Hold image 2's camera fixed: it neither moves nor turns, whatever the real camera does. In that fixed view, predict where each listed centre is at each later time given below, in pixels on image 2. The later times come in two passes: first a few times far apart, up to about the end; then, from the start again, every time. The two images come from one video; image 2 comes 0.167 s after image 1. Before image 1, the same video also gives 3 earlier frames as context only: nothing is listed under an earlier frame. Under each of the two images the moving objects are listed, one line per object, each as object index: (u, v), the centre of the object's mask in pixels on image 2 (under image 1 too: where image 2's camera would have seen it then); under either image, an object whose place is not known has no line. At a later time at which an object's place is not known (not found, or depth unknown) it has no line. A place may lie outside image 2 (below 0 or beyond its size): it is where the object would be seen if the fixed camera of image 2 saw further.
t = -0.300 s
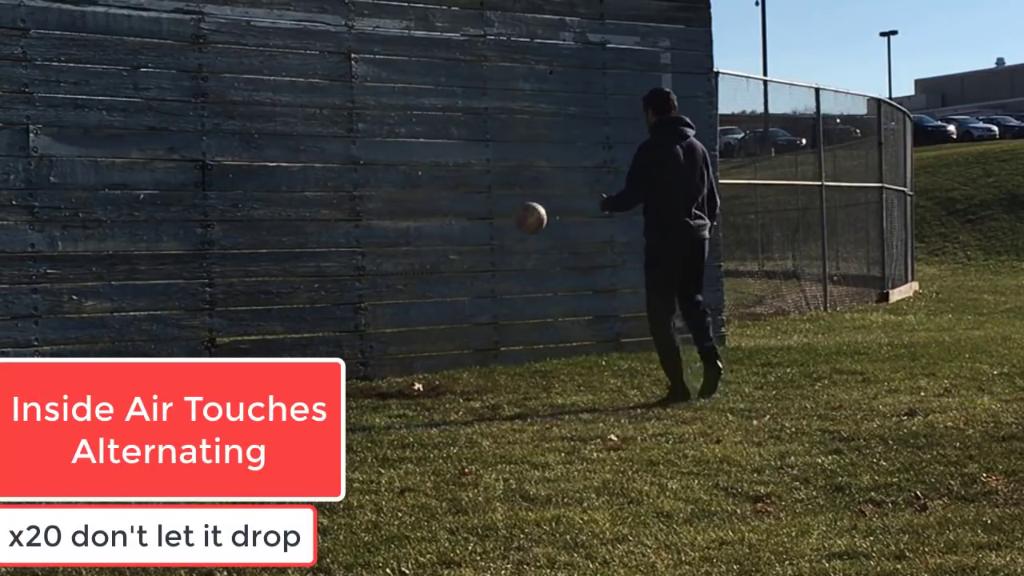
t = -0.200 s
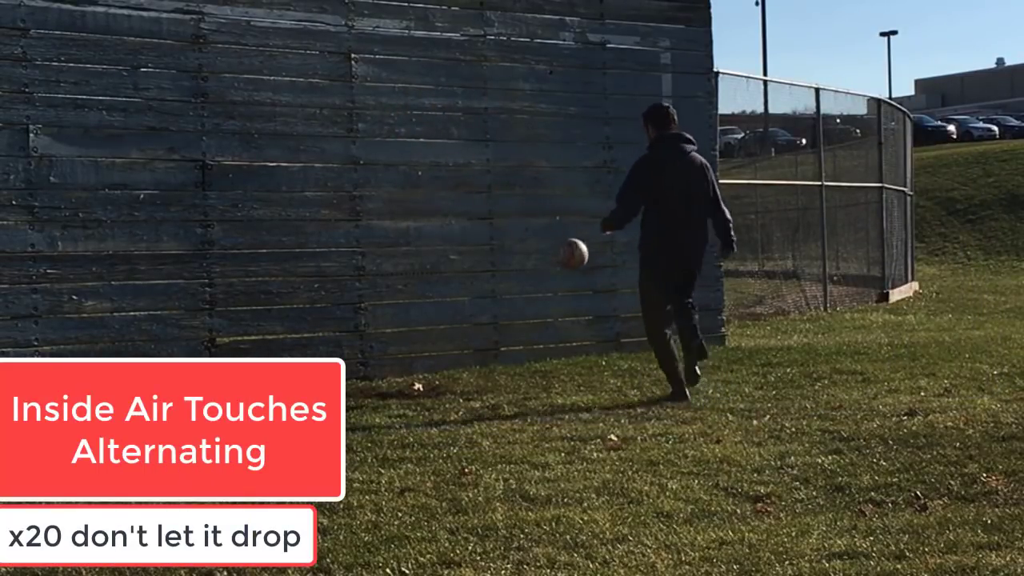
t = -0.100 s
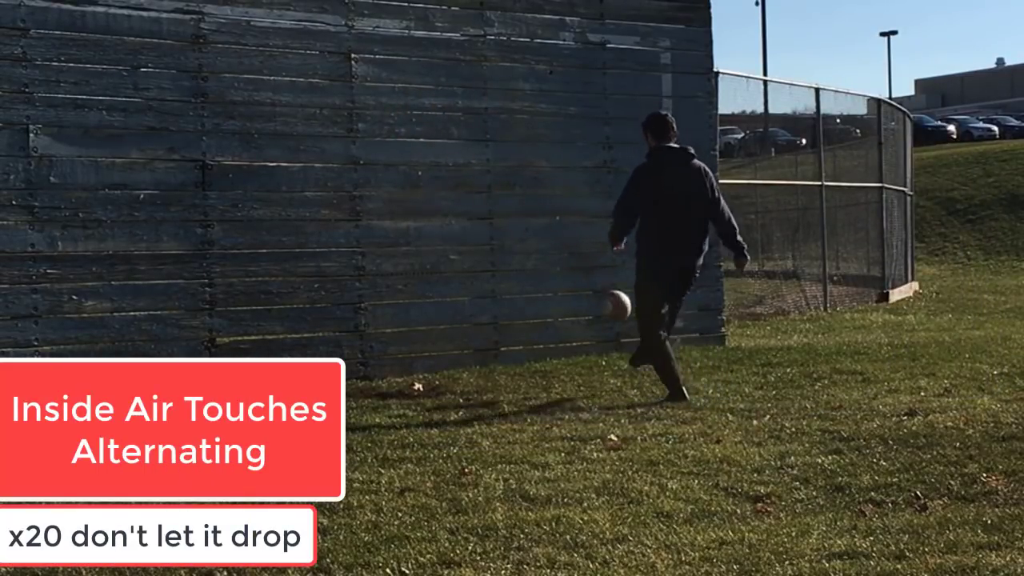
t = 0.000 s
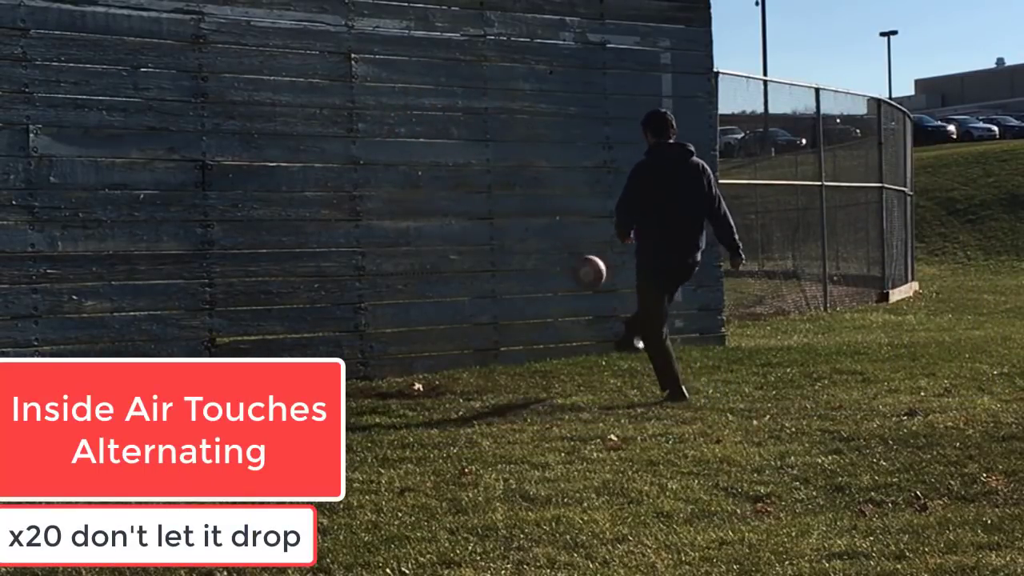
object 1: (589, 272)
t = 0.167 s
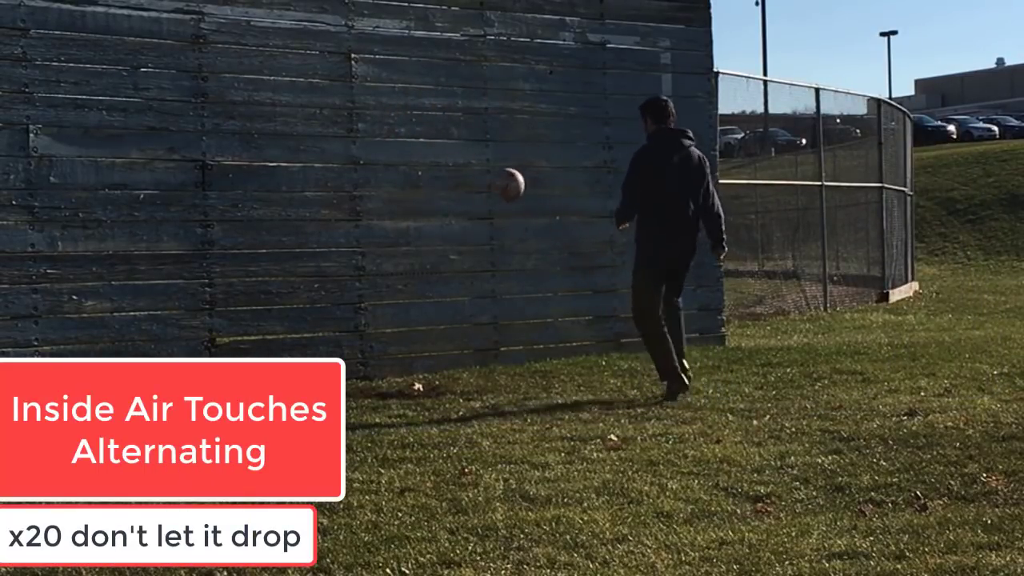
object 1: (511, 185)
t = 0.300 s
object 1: (448, 146)
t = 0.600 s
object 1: (371, 146)
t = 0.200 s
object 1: (494, 172)
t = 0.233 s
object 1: (478, 162)
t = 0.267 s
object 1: (463, 153)
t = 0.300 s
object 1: (448, 146)
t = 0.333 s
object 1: (434, 142)
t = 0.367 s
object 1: (419, 138)
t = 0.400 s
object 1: (404, 135)
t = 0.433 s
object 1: (391, 135)
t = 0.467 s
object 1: (378, 136)
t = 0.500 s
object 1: (363, 140)
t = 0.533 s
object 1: (361, 141)
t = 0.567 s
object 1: (364, 142)
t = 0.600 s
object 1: (371, 146)
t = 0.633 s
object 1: (377, 151)
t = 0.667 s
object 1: (384, 157)
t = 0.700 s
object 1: (389, 165)
